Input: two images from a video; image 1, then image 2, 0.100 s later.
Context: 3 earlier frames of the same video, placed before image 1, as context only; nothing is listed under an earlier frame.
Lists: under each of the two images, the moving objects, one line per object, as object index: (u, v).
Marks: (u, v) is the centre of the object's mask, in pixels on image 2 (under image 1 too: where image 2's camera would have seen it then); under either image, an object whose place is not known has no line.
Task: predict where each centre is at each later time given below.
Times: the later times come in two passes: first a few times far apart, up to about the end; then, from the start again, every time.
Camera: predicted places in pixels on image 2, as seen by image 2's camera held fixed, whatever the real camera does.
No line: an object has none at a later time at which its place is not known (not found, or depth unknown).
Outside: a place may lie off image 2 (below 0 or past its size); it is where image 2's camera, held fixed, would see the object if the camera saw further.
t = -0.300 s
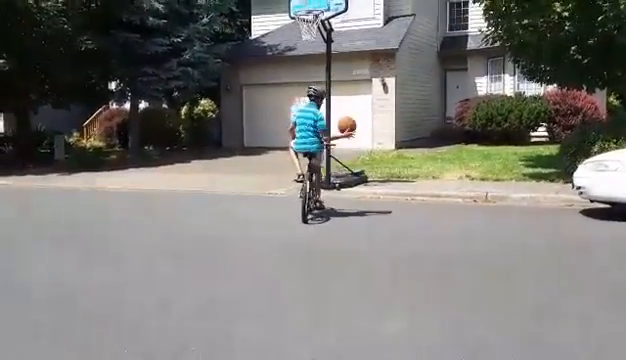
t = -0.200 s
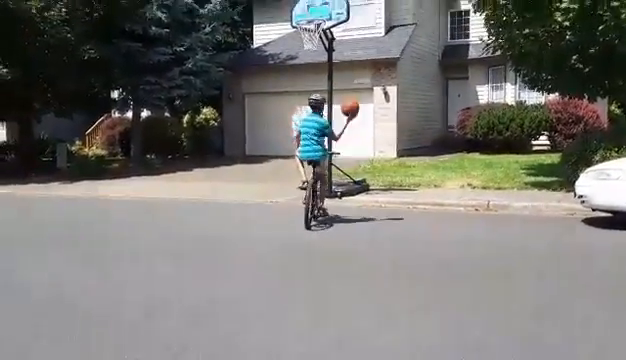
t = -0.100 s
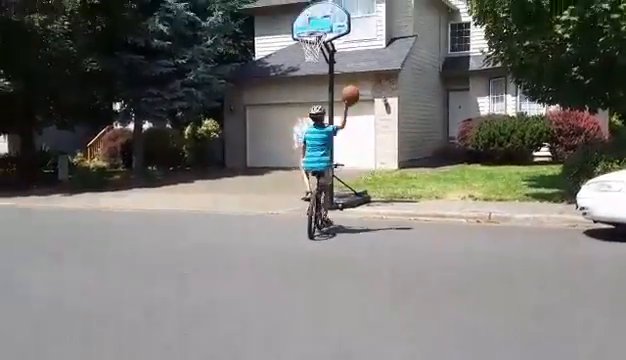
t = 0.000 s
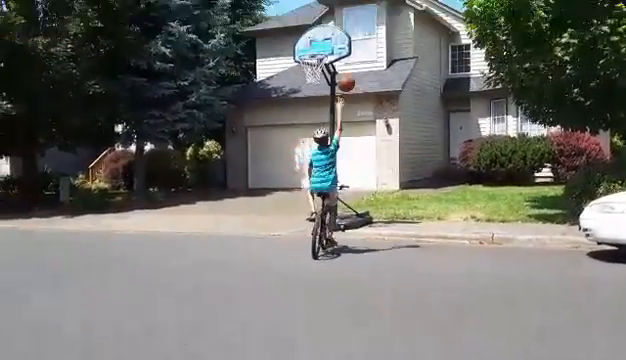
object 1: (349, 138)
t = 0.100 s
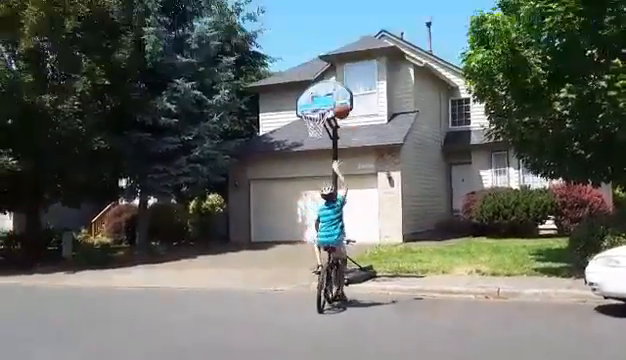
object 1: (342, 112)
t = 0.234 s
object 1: (333, 90)
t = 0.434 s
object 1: (324, 80)
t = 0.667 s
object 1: (314, 99)
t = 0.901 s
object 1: (293, 106)
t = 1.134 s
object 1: (273, 131)
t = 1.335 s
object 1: (256, 180)
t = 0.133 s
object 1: (339, 104)
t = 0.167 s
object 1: (337, 98)
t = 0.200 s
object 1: (335, 94)
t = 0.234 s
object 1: (333, 90)
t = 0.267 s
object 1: (332, 87)
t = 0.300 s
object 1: (330, 83)
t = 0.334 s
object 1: (328, 82)
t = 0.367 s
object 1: (326, 80)
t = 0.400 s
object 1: (325, 80)
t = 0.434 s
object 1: (324, 80)
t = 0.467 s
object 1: (322, 81)
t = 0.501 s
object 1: (321, 82)
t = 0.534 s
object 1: (319, 85)
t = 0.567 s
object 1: (318, 87)
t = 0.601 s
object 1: (316, 92)
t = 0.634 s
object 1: (316, 95)
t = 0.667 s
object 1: (314, 99)
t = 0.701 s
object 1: (311, 103)
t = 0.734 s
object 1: (308, 105)
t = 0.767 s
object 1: (305, 106)
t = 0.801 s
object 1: (303, 106)
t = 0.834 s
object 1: (300, 105)
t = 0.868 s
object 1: (296, 105)
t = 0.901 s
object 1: (293, 106)
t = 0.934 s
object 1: (290, 107)
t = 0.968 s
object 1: (288, 109)
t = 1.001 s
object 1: (284, 113)
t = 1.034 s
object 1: (281, 117)
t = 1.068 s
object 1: (279, 121)
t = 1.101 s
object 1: (276, 126)
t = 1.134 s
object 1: (273, 131)
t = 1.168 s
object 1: (269, 137)
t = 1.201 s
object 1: (265, 143)
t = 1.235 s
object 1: (263, 150)
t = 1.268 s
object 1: (260, 160)
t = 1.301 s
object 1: (258, 169)
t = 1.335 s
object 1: (256, 180)
